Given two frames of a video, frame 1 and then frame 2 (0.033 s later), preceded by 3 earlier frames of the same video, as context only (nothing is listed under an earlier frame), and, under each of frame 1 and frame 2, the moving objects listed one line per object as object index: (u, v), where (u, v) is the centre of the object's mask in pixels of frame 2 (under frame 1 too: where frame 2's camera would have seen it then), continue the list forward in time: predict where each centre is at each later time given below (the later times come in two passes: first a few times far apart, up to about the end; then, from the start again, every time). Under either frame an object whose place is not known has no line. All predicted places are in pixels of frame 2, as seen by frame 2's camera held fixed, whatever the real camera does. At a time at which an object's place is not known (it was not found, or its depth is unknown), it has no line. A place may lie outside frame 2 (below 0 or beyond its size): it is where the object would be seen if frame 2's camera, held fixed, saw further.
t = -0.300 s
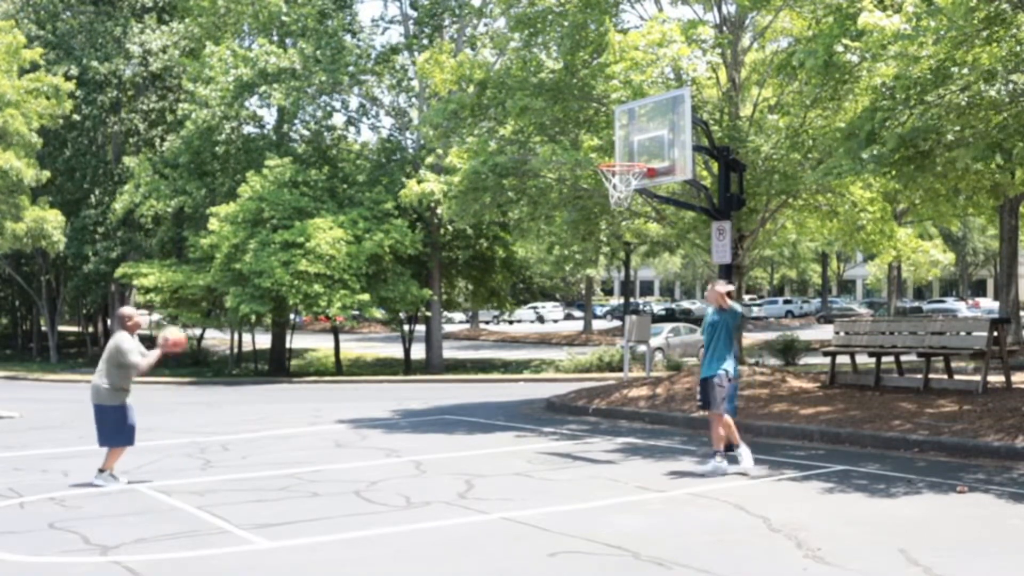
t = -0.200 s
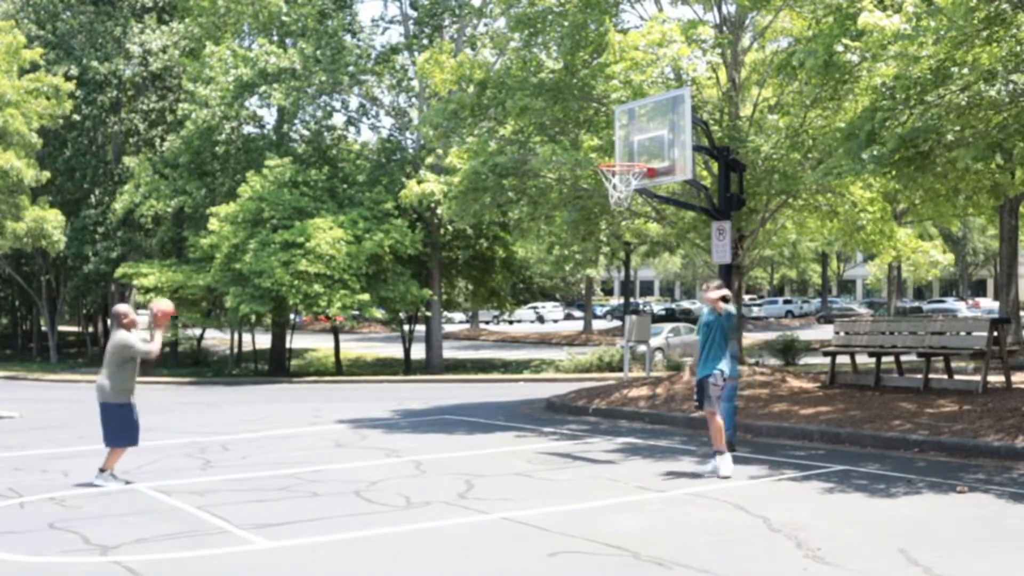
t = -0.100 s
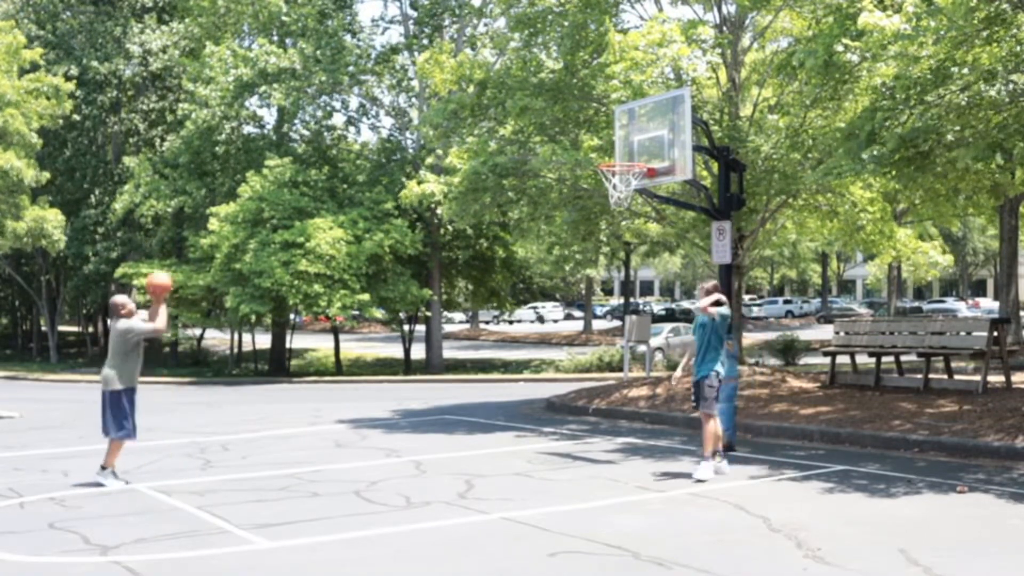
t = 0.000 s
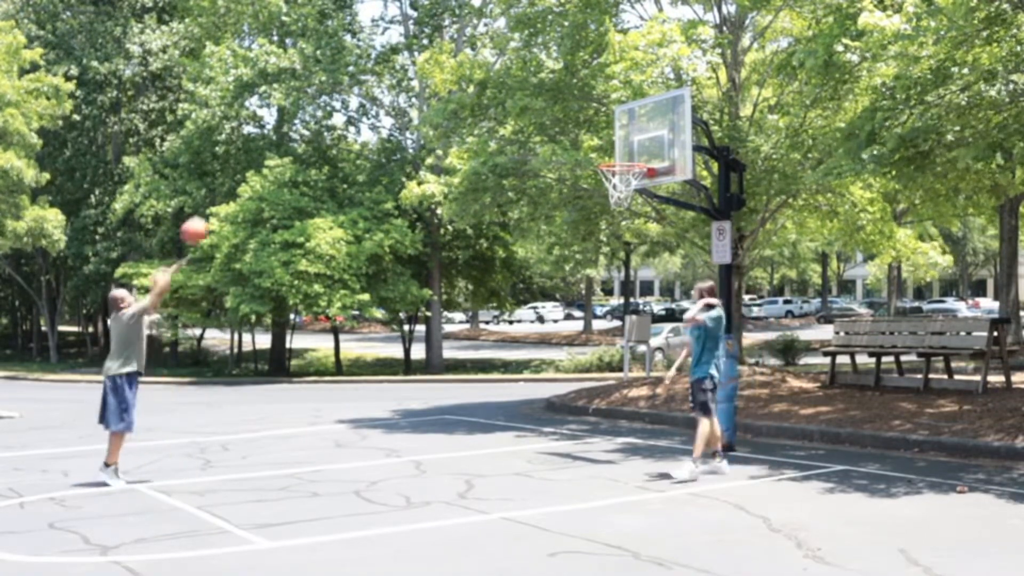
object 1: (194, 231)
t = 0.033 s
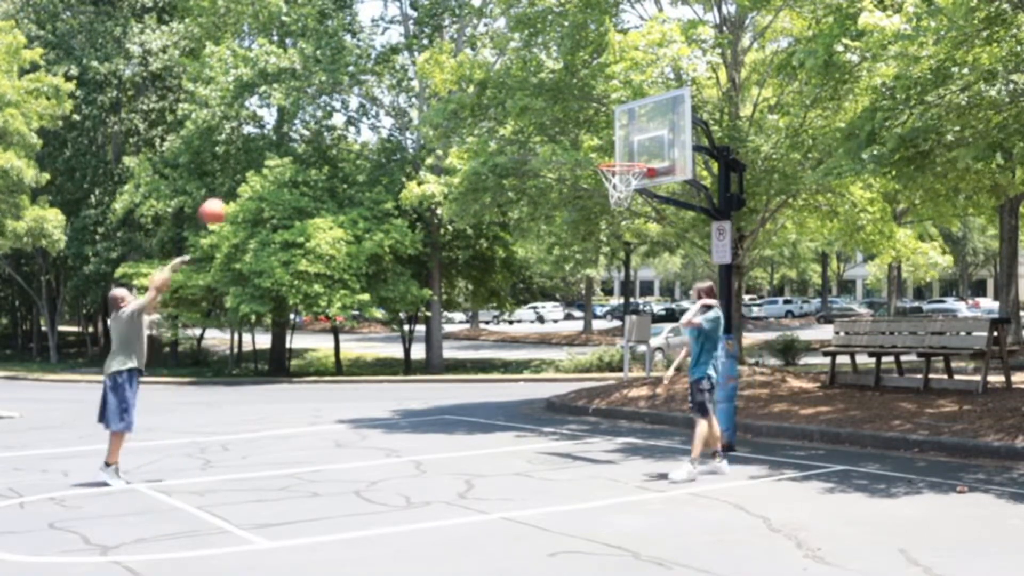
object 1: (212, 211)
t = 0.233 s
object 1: (318, 126)
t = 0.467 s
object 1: (431, 78)
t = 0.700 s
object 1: (541, 82)
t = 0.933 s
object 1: (645, 137)
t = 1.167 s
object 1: (634, 132)
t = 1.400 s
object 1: (616, 144)
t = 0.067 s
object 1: (229, 194)
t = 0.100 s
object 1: (248, 177)
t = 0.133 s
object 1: (265, 163)
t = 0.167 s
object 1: (283, 150)
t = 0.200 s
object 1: (300, 138)
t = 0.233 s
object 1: (318, 126)
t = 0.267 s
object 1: (333, 116)
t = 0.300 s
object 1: (352, 106)
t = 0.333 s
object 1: (367, 99)
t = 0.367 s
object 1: (382, 91)
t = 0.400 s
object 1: (399, 87)
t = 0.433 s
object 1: (415, 81)
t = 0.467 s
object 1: (431, 78)
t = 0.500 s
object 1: (448, 75)
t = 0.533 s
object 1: (464, 74)
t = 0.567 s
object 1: (480, 74)
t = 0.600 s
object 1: (495, 74)
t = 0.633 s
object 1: (509, 75)
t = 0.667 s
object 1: (524, 79)
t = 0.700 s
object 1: (541, 82)
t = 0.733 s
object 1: (556, 88)
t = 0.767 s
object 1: (570, 92)
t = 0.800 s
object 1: (585, 99)
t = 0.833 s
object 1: (600, 107)
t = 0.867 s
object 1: (616, 115)
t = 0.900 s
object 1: (629, 125)
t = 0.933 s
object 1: (645, 137)
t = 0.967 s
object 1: (651, 146)
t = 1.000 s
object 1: (647, 153)
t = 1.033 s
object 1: (644, 148)
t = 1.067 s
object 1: (642, 143)
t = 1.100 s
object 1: (640, 140)
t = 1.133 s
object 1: (637, 135)
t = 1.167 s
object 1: (634, 132)
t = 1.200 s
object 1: (632, 130)
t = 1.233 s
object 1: (630, 130)
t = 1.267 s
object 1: (626, 130)
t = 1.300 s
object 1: (624, 132)
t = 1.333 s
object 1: (622, 135)
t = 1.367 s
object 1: (619, 139)
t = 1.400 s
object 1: (616, 144)
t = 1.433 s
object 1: (613, 150)
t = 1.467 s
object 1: (609, 158)
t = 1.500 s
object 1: (607, 166)
